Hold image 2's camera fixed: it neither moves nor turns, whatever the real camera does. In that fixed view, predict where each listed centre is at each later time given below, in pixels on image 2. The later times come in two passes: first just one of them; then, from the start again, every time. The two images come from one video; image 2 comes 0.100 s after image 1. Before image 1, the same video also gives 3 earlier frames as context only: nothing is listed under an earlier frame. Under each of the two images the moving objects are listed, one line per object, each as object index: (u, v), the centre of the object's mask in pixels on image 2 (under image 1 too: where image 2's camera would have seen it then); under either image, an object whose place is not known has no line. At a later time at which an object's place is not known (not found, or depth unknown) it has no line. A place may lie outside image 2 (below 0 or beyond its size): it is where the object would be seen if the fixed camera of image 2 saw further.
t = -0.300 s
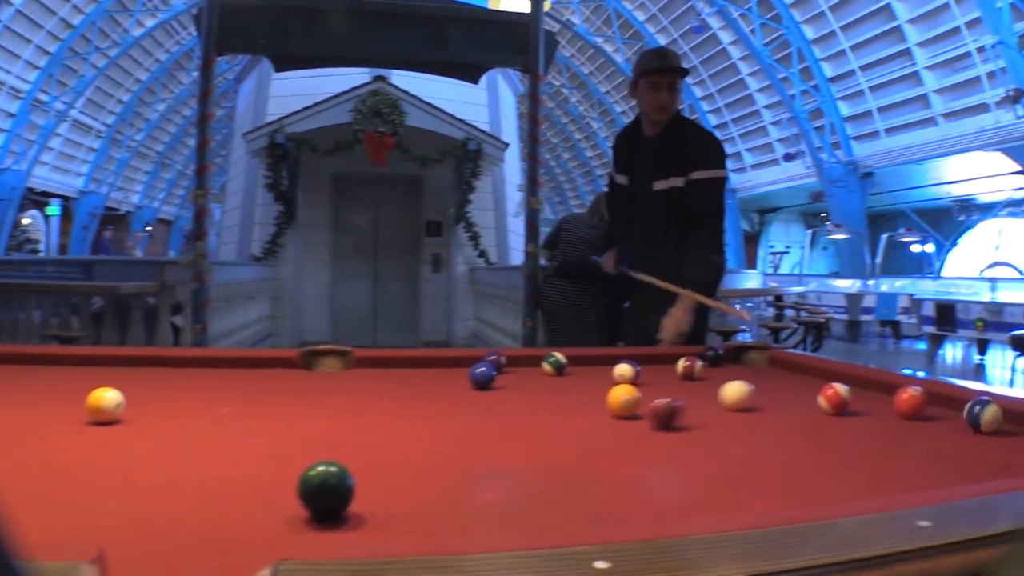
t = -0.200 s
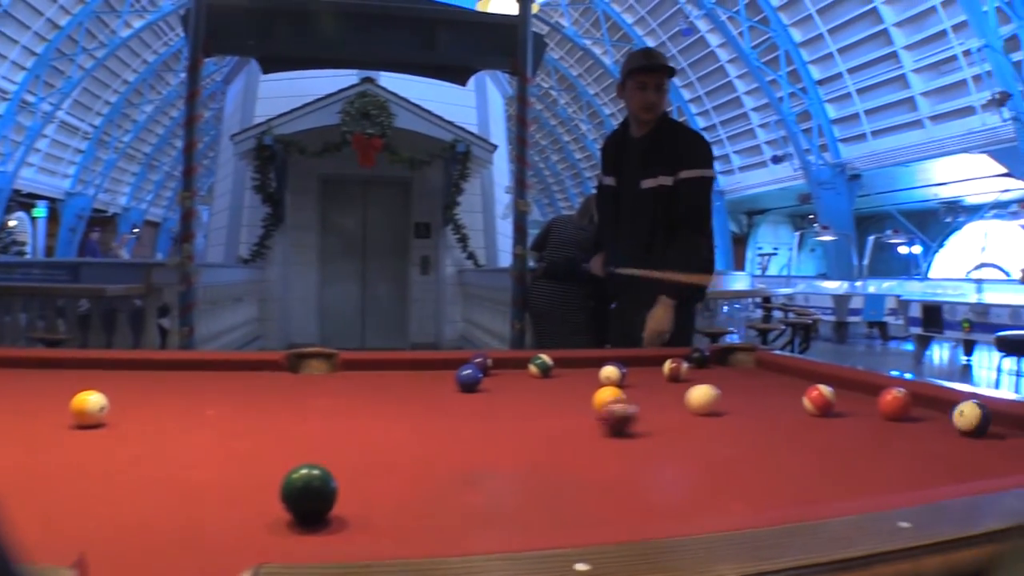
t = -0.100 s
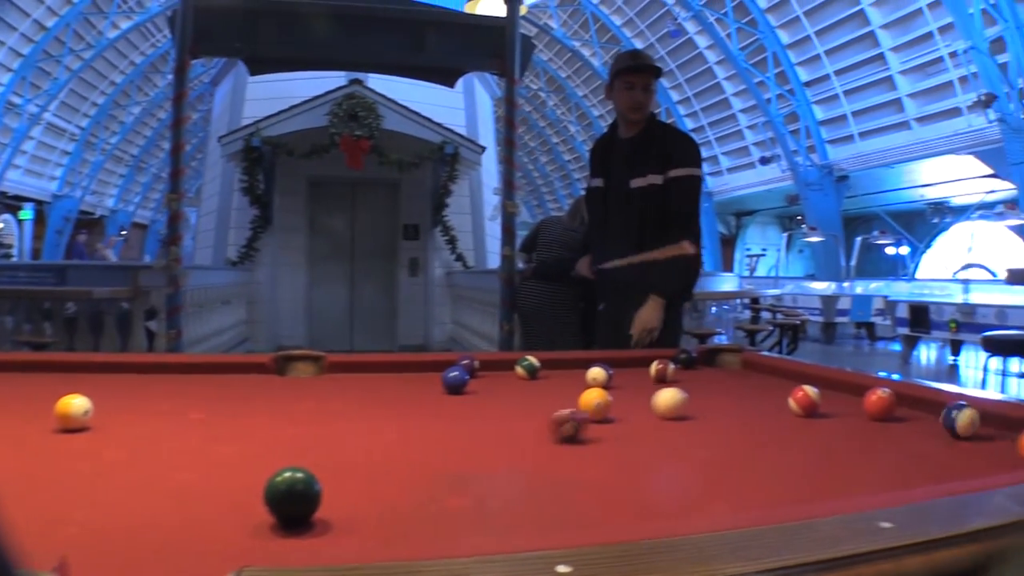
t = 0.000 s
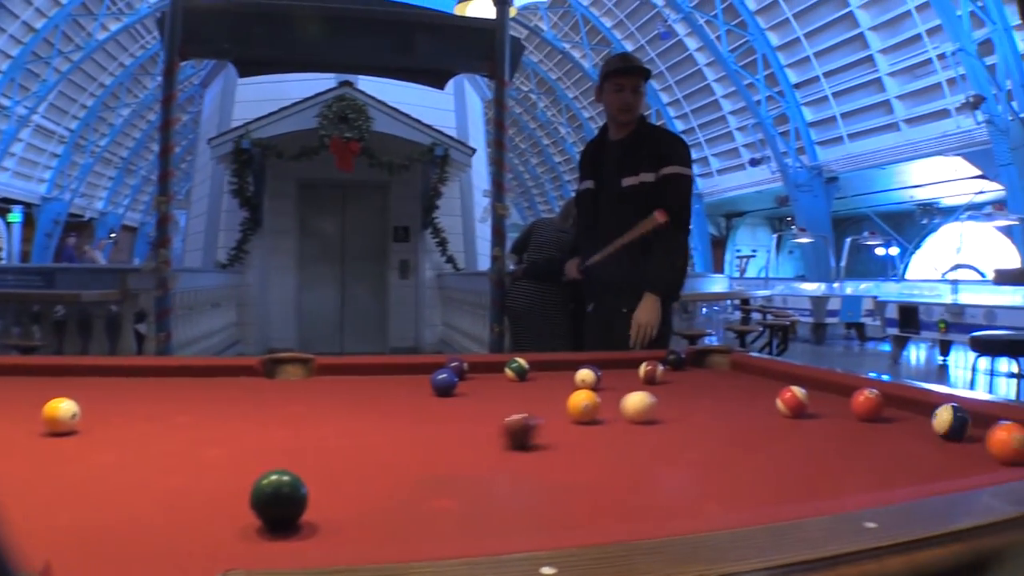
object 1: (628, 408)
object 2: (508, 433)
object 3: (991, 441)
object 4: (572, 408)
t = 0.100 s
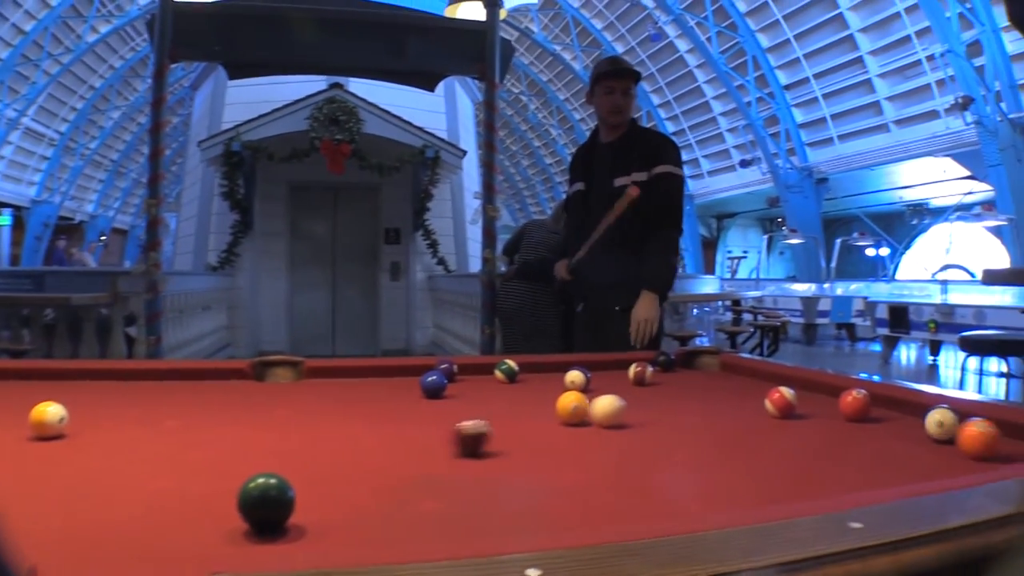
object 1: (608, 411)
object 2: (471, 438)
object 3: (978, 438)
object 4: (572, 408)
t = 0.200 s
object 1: (595, 414)
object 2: (431, 443)
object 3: (963, 435)
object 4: (565, 407)
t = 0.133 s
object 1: (603, 412)
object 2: (458, 439)
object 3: (973, 437)
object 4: (570, 408)
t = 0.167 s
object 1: (599, 413)
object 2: (445, 441)
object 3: (969, 436)
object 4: (567, 407)
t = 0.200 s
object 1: (595, 414)
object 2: (431, 443)
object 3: (963, 435)
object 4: (565, 407)
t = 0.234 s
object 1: (591, 415)
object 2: (418, 444)
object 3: (960, 434)
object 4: (562, 406)
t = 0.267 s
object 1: (588, 416)
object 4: (559, 406)
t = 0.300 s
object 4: (557, 405)
